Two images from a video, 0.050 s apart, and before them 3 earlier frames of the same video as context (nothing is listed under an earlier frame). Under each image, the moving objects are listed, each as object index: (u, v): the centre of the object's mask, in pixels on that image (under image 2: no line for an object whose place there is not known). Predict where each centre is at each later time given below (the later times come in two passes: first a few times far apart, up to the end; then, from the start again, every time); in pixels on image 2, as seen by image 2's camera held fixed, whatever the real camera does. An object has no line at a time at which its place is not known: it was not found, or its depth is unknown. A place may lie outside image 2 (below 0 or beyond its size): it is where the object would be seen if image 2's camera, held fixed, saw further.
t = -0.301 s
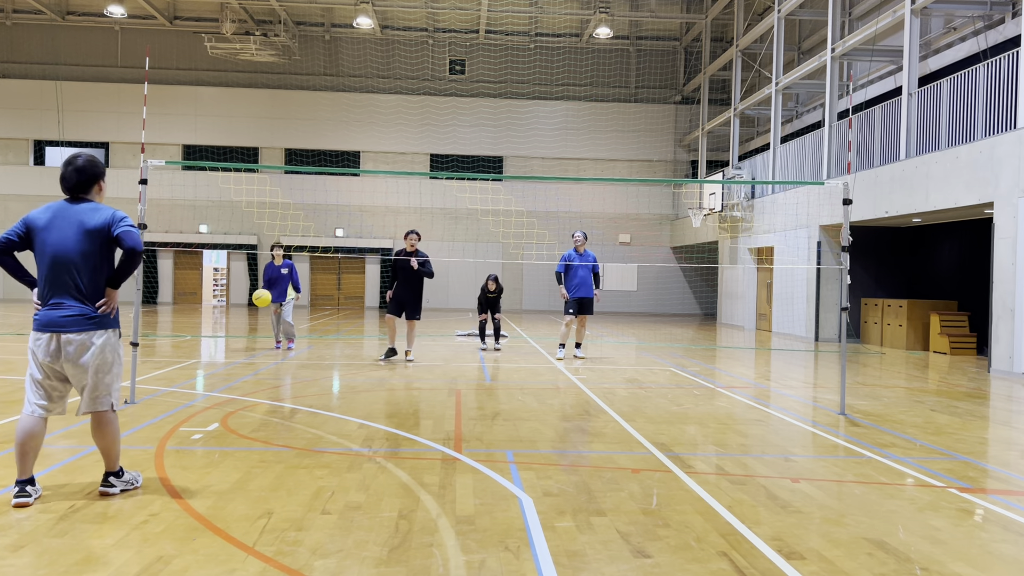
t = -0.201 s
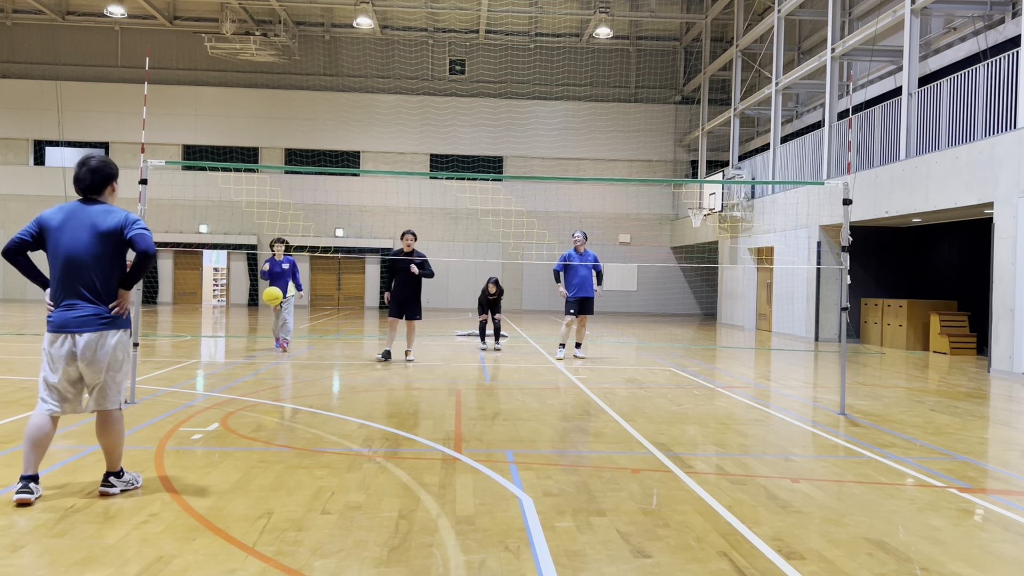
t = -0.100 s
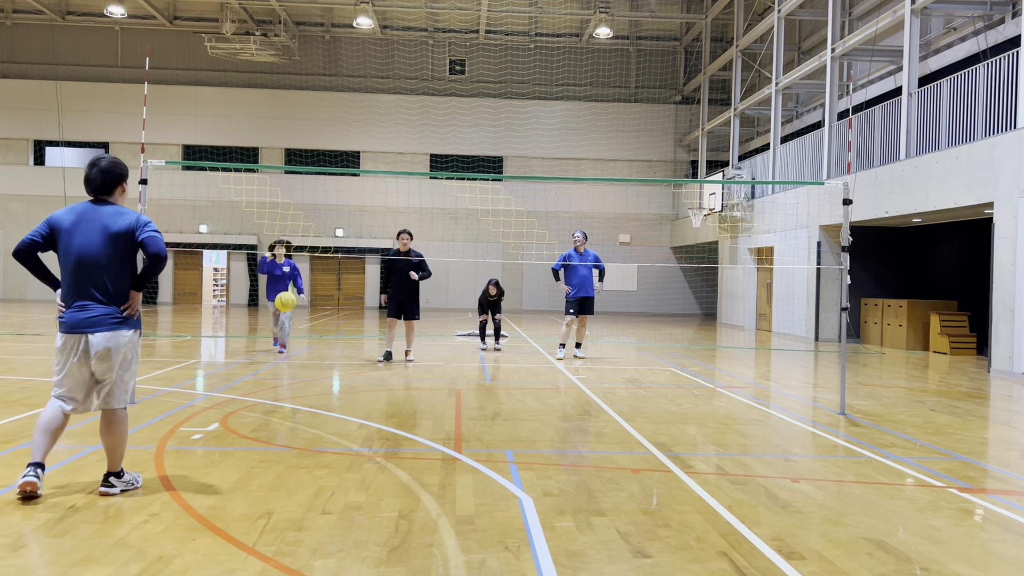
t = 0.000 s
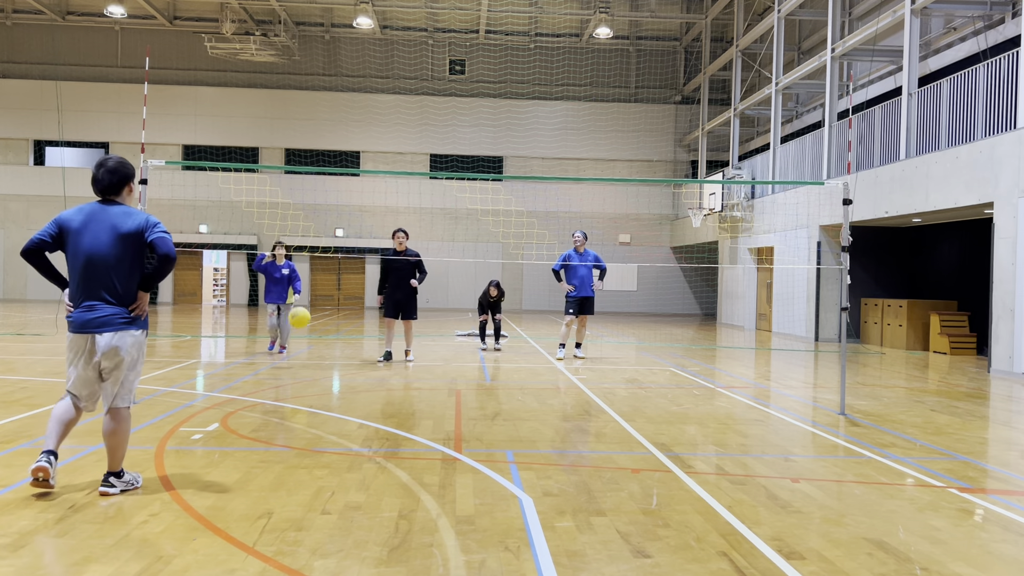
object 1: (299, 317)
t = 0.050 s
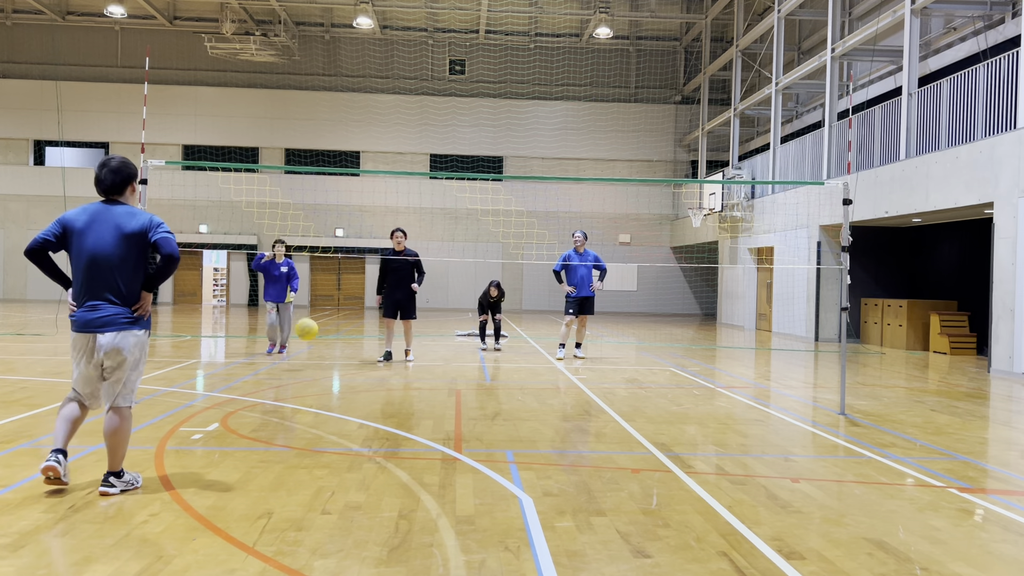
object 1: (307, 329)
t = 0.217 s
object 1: (329, 358)
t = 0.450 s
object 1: (357, 334)
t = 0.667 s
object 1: (386, 365)
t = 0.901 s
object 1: (421, 378)
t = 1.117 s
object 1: (460, 389)
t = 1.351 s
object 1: (508, 420)
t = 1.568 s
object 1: (564, 442)
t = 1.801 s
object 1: (637, 468)
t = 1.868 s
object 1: (662, 480)
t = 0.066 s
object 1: (309, 334)
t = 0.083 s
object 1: (311, 339)
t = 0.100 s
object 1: (314, 344)
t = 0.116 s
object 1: (317, 349)
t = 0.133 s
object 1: (319, 355)
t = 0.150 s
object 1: (321, 361)
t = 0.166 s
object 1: (324, 367)
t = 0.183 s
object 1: (325, 366)
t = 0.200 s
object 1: (327, 362)
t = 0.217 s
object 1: (329, 358)
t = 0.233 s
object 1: (331, 355)
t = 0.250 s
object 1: (333, 352)
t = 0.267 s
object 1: (335, 349)
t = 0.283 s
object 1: (337, 347)
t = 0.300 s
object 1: (339, 344)
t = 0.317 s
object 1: (341, 342)
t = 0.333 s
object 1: (342, 340)
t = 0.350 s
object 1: (345, 338)
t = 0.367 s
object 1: (347, 337)
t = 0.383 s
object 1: (349, 336)
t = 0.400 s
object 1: (351, 335)
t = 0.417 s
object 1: (353, 334)
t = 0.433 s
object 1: (355, 334)
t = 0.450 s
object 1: (357, 334)
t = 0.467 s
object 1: (359, 335)
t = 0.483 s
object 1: (361, 335)
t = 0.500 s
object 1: (363, 336)
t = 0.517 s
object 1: (365, 338)
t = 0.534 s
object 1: (368, 339)
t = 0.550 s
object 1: (370, 341)
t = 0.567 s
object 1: (372, 344)
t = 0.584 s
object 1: (374, 346)
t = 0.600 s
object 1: (377, 349)
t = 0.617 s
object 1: (379, 353)
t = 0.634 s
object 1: (381, 357)
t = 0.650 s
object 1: (384, 360)
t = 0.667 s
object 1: (386, 365)
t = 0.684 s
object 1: (388, 369)
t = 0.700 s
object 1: (390, 374)
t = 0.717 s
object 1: (393, 380)
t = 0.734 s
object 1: (395, 386)
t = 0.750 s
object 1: (397, 392)
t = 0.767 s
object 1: (400, 397)
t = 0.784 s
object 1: (402, 396)
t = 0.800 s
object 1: (405, 393)
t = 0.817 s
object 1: (408, 389)
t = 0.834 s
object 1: (410, 387)
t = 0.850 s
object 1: (413, 384)
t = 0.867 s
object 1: (415, 382)
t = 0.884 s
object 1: (418, 379)
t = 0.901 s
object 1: (421, 378)
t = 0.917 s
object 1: (424, 376)
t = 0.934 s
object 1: (427, 376)
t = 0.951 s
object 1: (430, 375)
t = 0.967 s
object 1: (433, 374)
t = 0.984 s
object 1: (436, 374)
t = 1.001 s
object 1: (439, 375)
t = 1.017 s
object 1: (442, 376)
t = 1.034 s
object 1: (444, 377)
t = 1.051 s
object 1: (447, 379)
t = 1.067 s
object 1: (450, 381)
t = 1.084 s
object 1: (453, 383)
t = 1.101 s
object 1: (457, 386)
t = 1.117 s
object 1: (460, 389)
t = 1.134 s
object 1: (463, 392)
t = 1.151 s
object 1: (466, 396)
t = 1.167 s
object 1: (469, 401)
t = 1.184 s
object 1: (473, 406)
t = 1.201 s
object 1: (476, 412)
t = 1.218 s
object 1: (479, 418)
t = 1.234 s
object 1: (482, 425)
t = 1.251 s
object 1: (485, 432)
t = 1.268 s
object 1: (489, 432)
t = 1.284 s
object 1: (493, 429)
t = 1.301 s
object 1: (496, 426)
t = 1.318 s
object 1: (500, 423)
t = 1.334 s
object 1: (504, 421)
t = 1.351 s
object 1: (508, 420)
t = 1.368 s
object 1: (512, 419)
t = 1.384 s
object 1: (516, 418)
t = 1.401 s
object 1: (520, 418)
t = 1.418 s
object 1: (524, 419)
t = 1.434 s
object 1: (528, 419)
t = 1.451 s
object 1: (533, 421)
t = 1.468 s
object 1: (537, 422)
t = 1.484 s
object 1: (541, 424)
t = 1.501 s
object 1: (545, 427)
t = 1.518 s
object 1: (550, 430)
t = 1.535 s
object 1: (555, 434)
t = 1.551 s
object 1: (559, 438)
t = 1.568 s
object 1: (564, 442)
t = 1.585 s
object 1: (569, 448)
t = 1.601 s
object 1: (574, 453)
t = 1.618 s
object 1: (578, 460)
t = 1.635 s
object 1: (583, 468)
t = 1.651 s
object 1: (588, 474)
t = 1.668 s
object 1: (593, 473)
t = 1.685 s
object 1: (598, 471)
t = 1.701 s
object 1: (604, 469)
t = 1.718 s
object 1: (609, 467)
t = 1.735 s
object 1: (614, 466)
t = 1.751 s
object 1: (620, 466)
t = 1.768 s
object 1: (626, 466)
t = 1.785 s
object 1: (631, 467)
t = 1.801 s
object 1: (637, 468)
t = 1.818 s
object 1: (643, 470)
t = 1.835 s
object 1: (649, 473)
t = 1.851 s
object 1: (655, 476)
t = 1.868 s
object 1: (662, 480)
